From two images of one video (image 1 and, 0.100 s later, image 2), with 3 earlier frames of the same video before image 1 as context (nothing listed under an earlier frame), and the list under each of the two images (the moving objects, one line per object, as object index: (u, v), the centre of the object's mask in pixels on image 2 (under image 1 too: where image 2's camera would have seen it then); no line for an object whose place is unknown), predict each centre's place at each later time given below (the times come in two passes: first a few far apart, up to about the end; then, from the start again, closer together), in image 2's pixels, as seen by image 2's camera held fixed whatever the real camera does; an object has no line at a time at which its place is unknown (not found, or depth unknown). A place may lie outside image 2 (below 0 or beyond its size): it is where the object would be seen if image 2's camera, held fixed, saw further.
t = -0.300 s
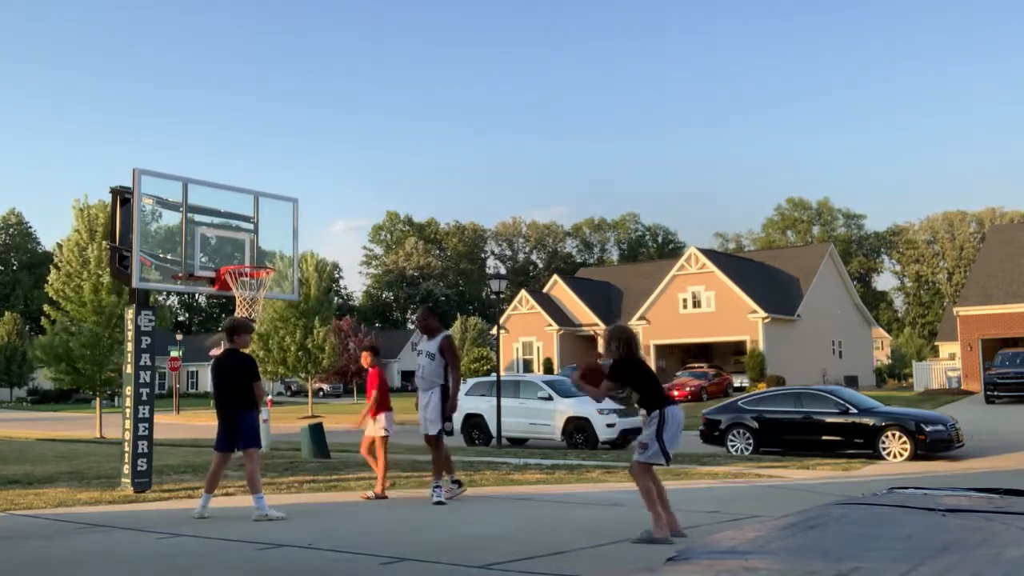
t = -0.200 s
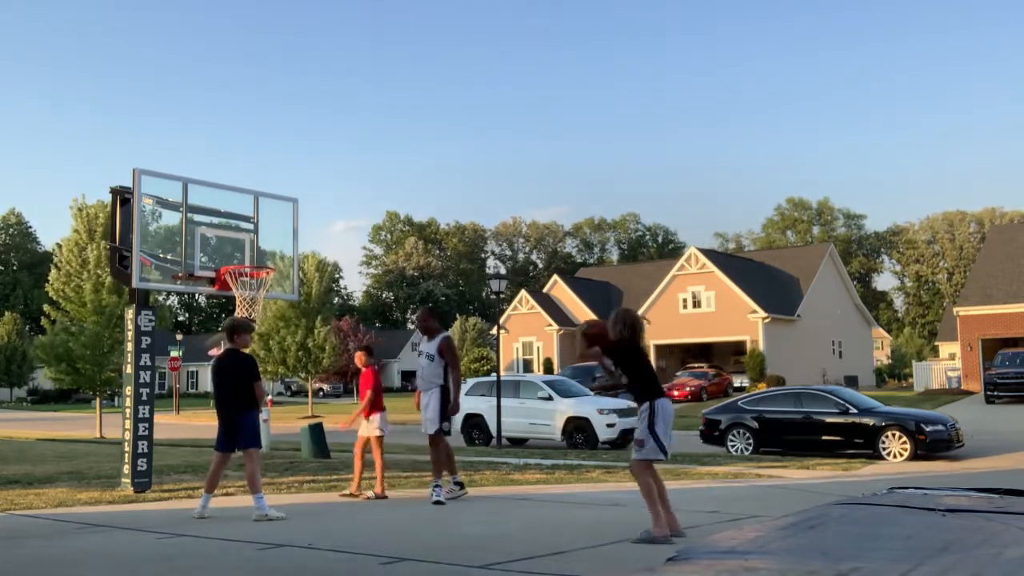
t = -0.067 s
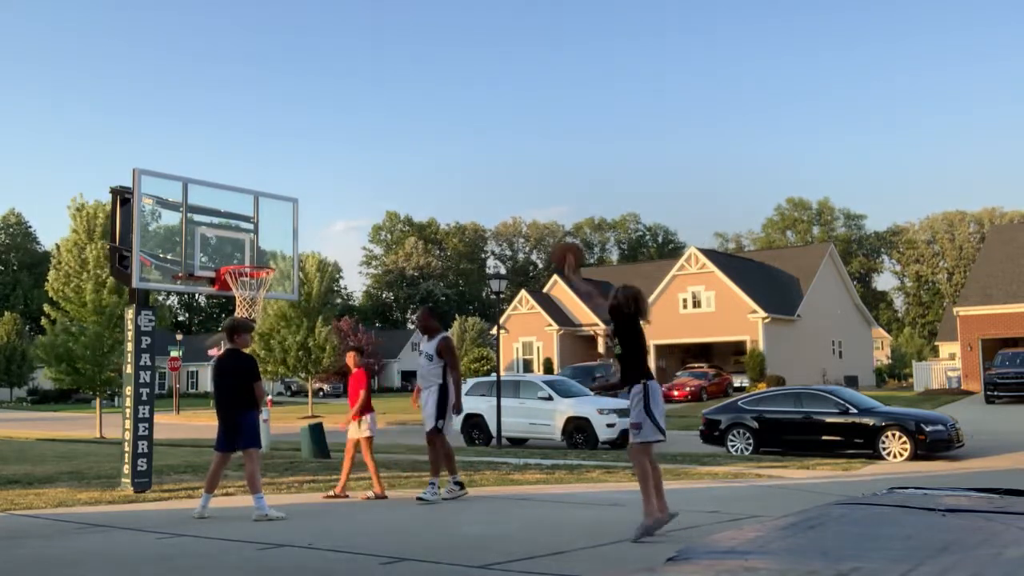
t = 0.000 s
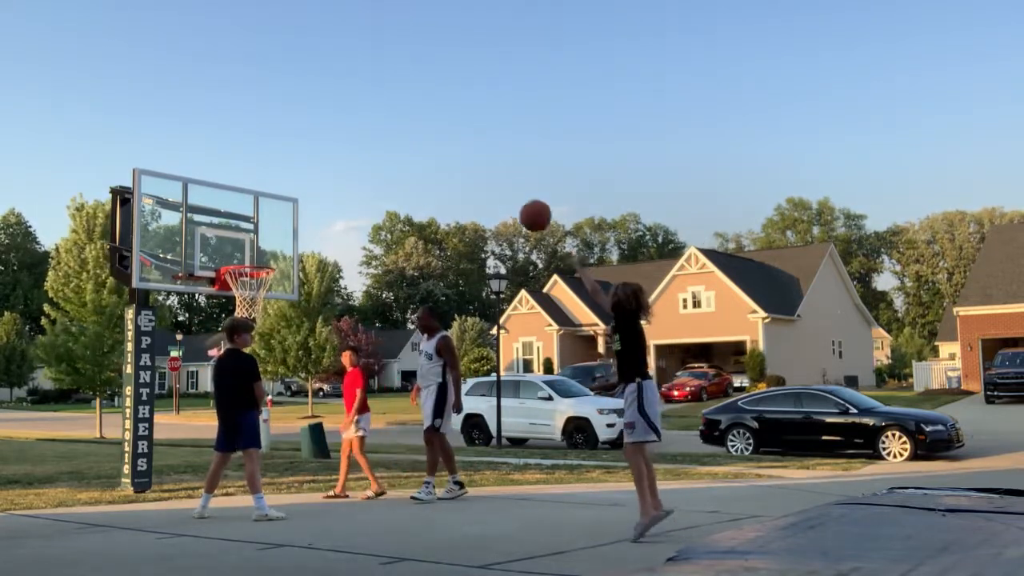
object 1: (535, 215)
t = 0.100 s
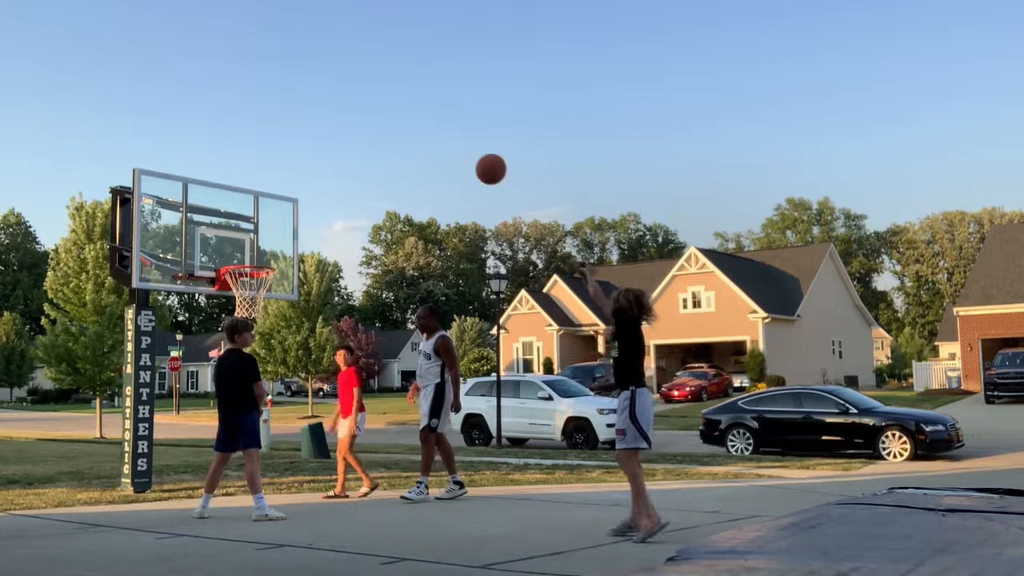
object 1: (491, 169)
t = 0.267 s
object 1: (424, 125)
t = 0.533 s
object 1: (333, 125)
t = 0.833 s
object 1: (246, 211)
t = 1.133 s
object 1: (240, 235)
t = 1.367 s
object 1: (195, 235)
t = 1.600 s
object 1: (142, 299)
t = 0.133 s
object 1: (477, 157)
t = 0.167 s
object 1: (463, 146)
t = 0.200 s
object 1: (450, 138)
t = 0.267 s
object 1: (424, 125)
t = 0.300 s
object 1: (412, 120)
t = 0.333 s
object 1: (400, 117)
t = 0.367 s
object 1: (388, 116)
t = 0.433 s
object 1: (365, 116)
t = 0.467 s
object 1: (354, 118)
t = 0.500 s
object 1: (344, 121)
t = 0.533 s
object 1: (333, 125)
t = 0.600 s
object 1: (312, 138)
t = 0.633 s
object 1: (302, 145)
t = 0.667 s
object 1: (292, 153)
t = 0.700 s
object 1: (283, 163)
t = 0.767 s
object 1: (264, 185)
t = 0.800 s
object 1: (255, 197)
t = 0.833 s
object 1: (246, 211)
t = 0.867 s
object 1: (239, 224)
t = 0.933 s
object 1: (253, 242)
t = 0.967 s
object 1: (260, 253)
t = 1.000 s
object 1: (266, 260)
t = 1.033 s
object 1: (260, 252)
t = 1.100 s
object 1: (247, 240)
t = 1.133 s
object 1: (240, 235)
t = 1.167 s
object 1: (234, 232)
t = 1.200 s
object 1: (228, 229)
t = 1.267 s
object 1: (215, 228)
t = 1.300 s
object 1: (208, 230)
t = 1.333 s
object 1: (201, 232)
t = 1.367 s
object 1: (195, 235)
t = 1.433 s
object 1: (180, 247)
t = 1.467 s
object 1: (172, 254)
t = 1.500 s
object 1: (165, 263)
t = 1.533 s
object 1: (158, 273)
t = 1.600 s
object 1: (142, 299)
